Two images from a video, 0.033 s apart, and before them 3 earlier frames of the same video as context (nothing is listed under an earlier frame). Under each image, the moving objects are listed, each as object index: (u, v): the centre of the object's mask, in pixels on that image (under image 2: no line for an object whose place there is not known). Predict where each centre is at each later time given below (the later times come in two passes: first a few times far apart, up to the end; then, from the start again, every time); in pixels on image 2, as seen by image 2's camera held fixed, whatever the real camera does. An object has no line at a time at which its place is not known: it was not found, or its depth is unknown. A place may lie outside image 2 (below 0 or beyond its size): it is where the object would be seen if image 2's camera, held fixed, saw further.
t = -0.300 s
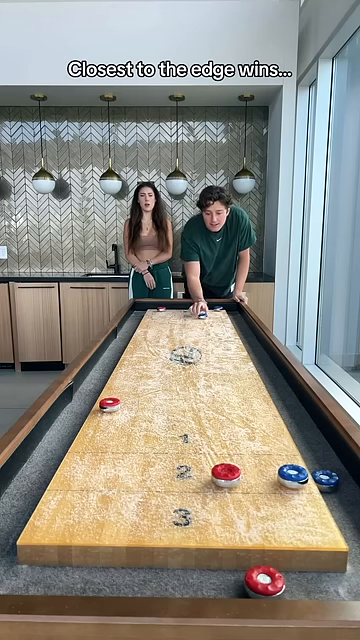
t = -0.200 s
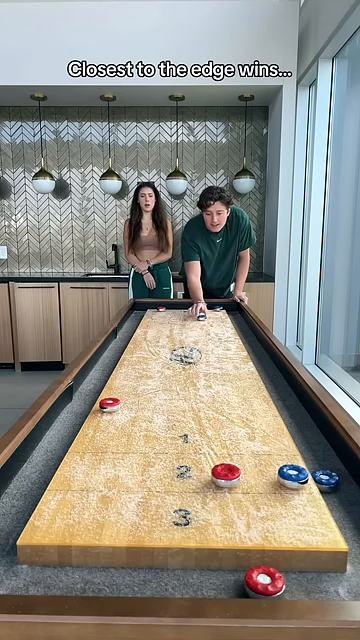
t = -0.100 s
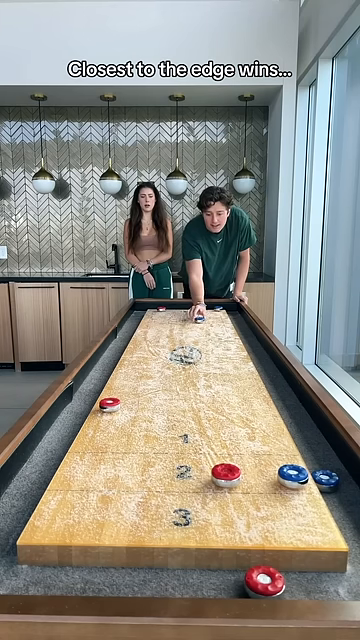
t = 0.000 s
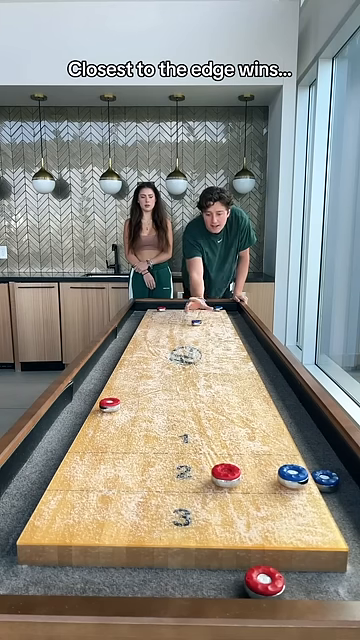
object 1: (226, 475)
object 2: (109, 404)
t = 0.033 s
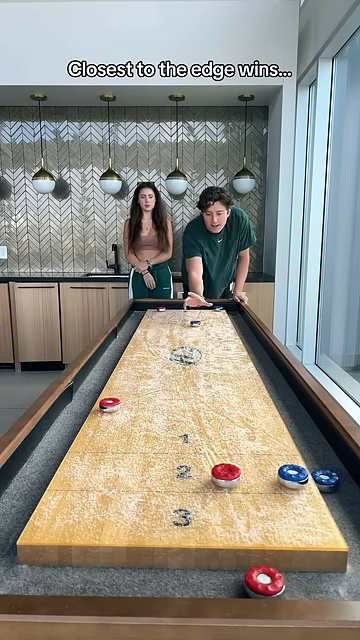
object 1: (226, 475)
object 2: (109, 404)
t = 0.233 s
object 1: (226, 475)
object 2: (109, 404)
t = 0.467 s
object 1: (226, 475)
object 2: (109, 404)
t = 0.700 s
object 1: (226, 475)
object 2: (109, 404)
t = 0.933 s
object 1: (226, 475)
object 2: (109, 404)
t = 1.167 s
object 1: (226, 475)
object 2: (109, 404)
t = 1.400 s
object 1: (226, 475)
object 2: (109, 404)
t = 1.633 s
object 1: (226, 475)
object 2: (109, 404)
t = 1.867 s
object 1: (226, 475)
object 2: (103, 406)
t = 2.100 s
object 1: (226, 475)
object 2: (81, 414)
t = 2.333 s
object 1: (226, 475)
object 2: (69, 429)
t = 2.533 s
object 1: (226, 475)
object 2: (69, 429)
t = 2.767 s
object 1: (226, 475)
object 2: (69, 429)
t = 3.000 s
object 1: (226, 475)
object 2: (69, 429)
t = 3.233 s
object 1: (227, 482)
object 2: (69, 429)
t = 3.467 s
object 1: (230, 492)
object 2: (69, 429)
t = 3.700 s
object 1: (231, 499)
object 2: (69, 429)
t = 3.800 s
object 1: (231, 501)
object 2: (69, 429)
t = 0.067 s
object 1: (226, 475)
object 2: (109, 404)
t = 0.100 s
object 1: (226, 475)
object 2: (109, 404)
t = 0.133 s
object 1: (226, 475)
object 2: (109, 404)
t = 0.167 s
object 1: (226, 475)
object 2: (109, 404)
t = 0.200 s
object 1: (226, 475)
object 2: (109, 404)
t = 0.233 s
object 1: (226, 475)
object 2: (109, 404)
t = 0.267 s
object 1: (226, 475)
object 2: (109, 404)
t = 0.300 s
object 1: (226, 475)
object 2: (109, 404)
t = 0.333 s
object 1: (226, 475)
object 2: (109, 404)
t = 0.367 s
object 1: (226, 475)
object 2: (109, 404)
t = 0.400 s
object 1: (226, 475)
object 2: (109, 404)
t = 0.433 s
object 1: (226, 475)
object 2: (109, 404)
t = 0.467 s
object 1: (226, 475)
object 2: (109, 404)
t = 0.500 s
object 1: (226, 475)
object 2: (109, 404)
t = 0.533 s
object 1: (226, 475)
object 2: (109, 404)
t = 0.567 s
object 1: (226, 475)
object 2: (109, 404)
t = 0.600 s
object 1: (226, 475)
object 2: (109, 404)
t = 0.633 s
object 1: (226, 475)
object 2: (109, 404)
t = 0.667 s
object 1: (226, 475)
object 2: (109, 404)
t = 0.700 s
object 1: (226, 475)
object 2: (109, 404)
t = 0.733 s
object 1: (226, 475)
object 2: (109, 404)
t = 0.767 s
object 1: (226, 475)
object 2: (109, 404)
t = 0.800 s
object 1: (226, 475)
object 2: (109, 404)
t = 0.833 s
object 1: (226, 475)
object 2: (109, 404)
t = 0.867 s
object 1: (226, 475)
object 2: (109, 404)
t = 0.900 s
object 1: (226, 475)
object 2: (109, 404)
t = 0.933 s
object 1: (226, 475)
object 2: (109, 404)
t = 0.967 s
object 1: (226, 475)
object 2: (109, 404)
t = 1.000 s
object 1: (226, 475)
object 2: (109, 404)
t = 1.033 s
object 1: (226, 475)
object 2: (109, 404)
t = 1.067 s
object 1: (226, 475)
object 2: (109, 404)
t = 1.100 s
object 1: (226, 475)
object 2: (109, 404)
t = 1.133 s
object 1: (226, 475)
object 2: (109, 404)
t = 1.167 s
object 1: (226, 475)
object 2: (109, 404)
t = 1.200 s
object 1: (226, 475)
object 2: (109, 404)
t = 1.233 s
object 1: (226, 475)
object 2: (109, 404)
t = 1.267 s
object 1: (226, 475)
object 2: (109, 404)
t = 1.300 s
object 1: (226, 475)
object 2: (109, 404)
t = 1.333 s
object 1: (226, 475)
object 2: (109, 404)
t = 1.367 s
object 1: (226, 475)
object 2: (109, 404)
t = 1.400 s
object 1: (226, 475)
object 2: (109, 404)
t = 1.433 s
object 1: (226, 475)
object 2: (109, 404)
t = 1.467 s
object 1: (226, 475)
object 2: (109, 404)
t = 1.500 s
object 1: (226, 475)
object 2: (109, 404)
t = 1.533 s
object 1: (226, 475)
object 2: (109, 404)
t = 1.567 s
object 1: (226, 475)
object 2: (109, 404)
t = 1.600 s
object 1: (226, 475)
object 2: (109, 404)
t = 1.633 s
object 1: (226, 475)
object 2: (109, 404)
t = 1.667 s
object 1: (226, 475)
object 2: (109, 404)
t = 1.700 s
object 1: (226, 475)
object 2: (109, 405)
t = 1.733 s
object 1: (226, 475)
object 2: (109, 404)
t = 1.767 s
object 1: (226, 475)
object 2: (109, 404)
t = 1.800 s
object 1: (226, 475)
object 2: (109, 404)
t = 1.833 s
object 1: (226, 475)
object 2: (106, 405)
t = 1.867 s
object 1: (226, 475)
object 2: (103, 406)
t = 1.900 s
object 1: (226, 475)
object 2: (99, 407)
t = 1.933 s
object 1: (226, 475)
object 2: (95, 407)
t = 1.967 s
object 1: (226, 475)
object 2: (93, 408)
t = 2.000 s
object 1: (226, 475)
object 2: (90, 409)
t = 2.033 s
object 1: (226, 475)
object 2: (87, 410)
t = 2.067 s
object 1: (226, 475)
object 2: (84, 411)
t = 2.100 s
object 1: (226, 475)
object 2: (81, 414)
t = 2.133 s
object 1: (226, 475)
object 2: (78, 419)
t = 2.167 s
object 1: (226, 475)
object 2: (75, 422)
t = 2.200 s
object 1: (226, 475)
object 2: (73, 424)
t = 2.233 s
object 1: (226, 475)
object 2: (71, 428)
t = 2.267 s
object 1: (226, 475)
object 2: (70, 428)
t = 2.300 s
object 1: (226, 475)
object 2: (69, 428)
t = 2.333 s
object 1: (226, 475)
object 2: (69, 429)
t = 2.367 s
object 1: (226, 475)
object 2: (69, 429)
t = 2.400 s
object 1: (226, 475)
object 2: (69, 429)
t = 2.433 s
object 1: (226, 475)
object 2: (69, 429)
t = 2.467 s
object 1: (226, 475)
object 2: (69, 429)
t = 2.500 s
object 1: (226, 475)
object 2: (69, 429)
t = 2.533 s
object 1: (226, 475)
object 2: (69, 429)
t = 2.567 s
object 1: (226, 475)
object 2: (69, 429)
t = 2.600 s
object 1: (226, 475)
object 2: (69, 429)
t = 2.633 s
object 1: (226, 475)
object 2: (69, 429)
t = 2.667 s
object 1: (226, 475)
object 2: (69, 429)
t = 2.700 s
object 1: (226, 475)
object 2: (69, 429)
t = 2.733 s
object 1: (226, 475)
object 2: (69, 429)
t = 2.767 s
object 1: (226, 475)
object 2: (69, 429)
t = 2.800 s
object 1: (226, 475)
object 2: (69, 429)
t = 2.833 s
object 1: (226, 475)
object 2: (69, 429)
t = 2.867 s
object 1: (226, 475)
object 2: (69, 429)
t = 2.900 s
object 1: (226, 475)
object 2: (69, 429)
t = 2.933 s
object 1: (226, 475)
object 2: (69, 429)
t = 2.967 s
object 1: (226, 475)
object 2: (69, 429)
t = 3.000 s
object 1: (226, 475)
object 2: (69, 429)
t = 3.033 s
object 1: (226, 475)
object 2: (69, 429)
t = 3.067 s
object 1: (226, 475)
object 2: (69, 429)
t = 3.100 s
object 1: (226, 477)
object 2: (69, 429)
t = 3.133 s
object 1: (226, 478)
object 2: (69, 429)
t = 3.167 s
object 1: (227, 479)
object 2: (69, 429)
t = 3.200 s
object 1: (227, 480)
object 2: (69, 429)
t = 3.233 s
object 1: (227, 482)
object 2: (69, 429)
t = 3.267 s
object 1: (228, 484)
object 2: (69, 429)
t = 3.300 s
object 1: (228, 485)
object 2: (69, 429)
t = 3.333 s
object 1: (228, 486)
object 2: (69, 429)
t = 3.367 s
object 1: (229, 488)
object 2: (69, 429)
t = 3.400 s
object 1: (229, 489)
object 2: (69, 429)
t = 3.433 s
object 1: (230, 490)
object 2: (69, 429)
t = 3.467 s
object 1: (230, 492)
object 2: (69, 429)
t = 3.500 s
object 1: (230, 493)
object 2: (69, 429)
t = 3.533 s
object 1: (231, 494)
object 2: (69, 429)
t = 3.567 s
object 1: (231, 495)
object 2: (69, 429)
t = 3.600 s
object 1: (231, 496)
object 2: (69, 429)
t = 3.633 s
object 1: (231, 497)
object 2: (69, 429)
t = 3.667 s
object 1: (231, 498)
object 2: (69, 429)
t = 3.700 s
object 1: (231, 499)
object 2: (69, 429)
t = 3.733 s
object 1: (231, 499)
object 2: (69, 429)
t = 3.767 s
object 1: (231, 500)
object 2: (69, 429)
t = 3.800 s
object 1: (231, 501)
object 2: (69, 429)
